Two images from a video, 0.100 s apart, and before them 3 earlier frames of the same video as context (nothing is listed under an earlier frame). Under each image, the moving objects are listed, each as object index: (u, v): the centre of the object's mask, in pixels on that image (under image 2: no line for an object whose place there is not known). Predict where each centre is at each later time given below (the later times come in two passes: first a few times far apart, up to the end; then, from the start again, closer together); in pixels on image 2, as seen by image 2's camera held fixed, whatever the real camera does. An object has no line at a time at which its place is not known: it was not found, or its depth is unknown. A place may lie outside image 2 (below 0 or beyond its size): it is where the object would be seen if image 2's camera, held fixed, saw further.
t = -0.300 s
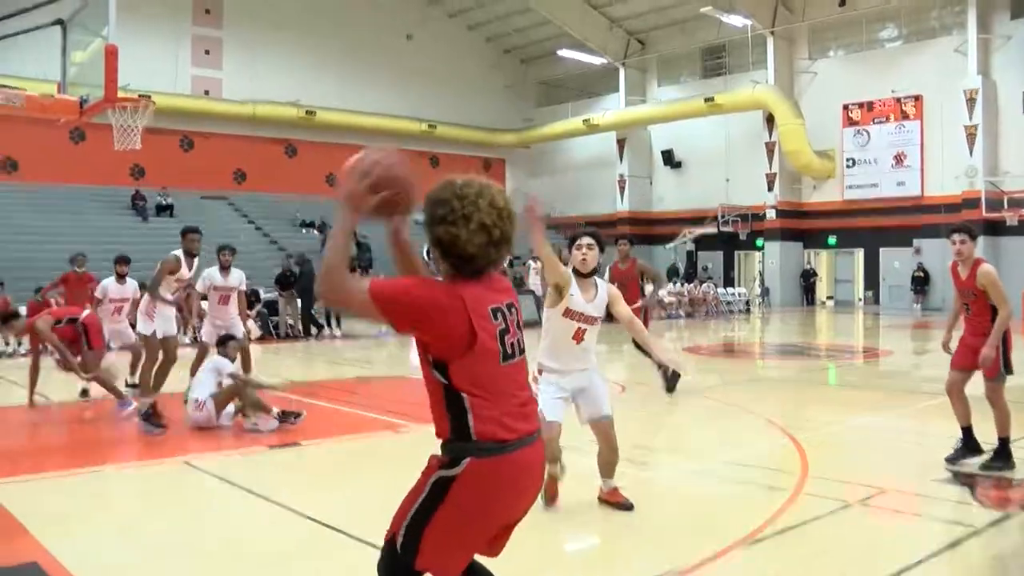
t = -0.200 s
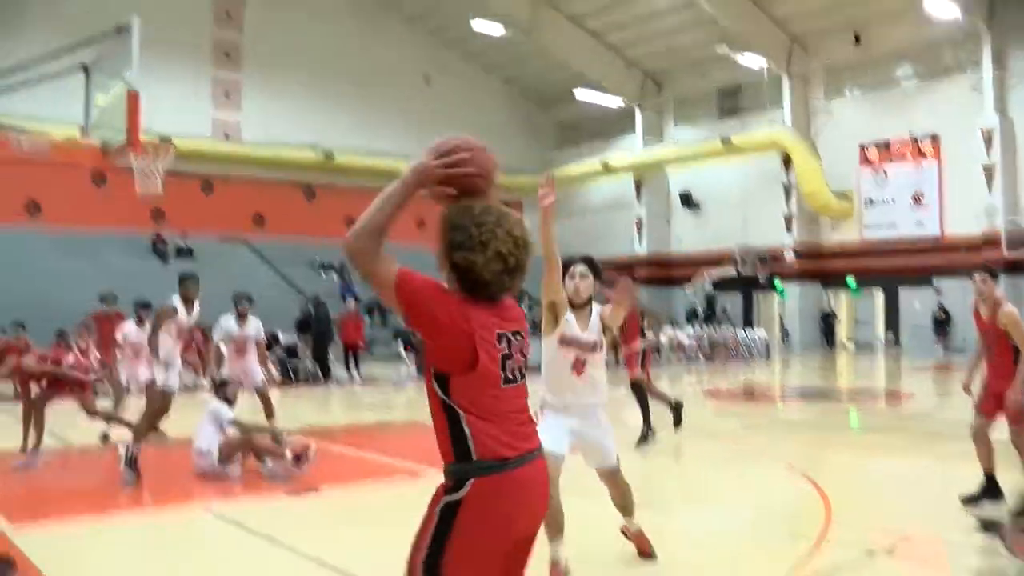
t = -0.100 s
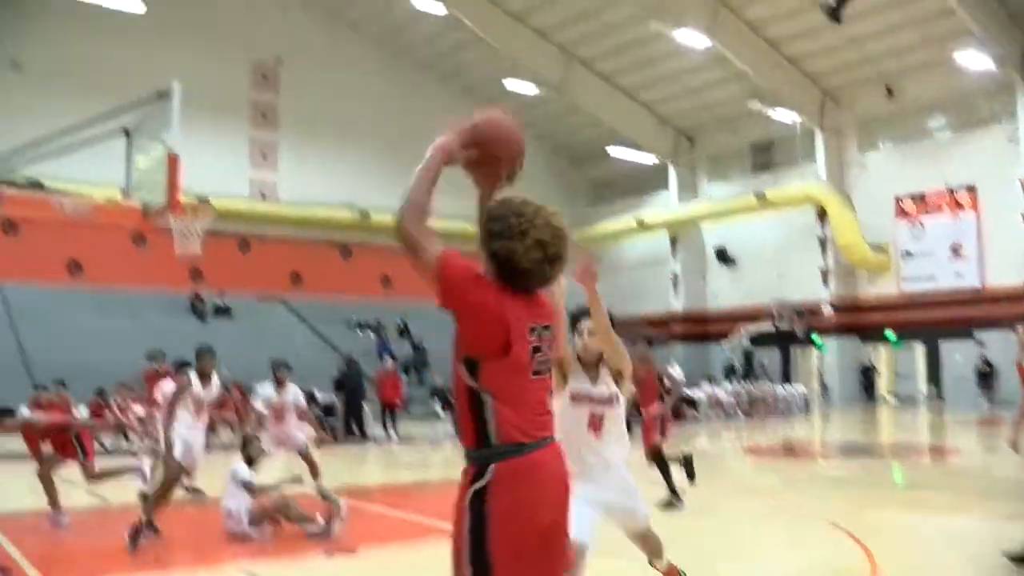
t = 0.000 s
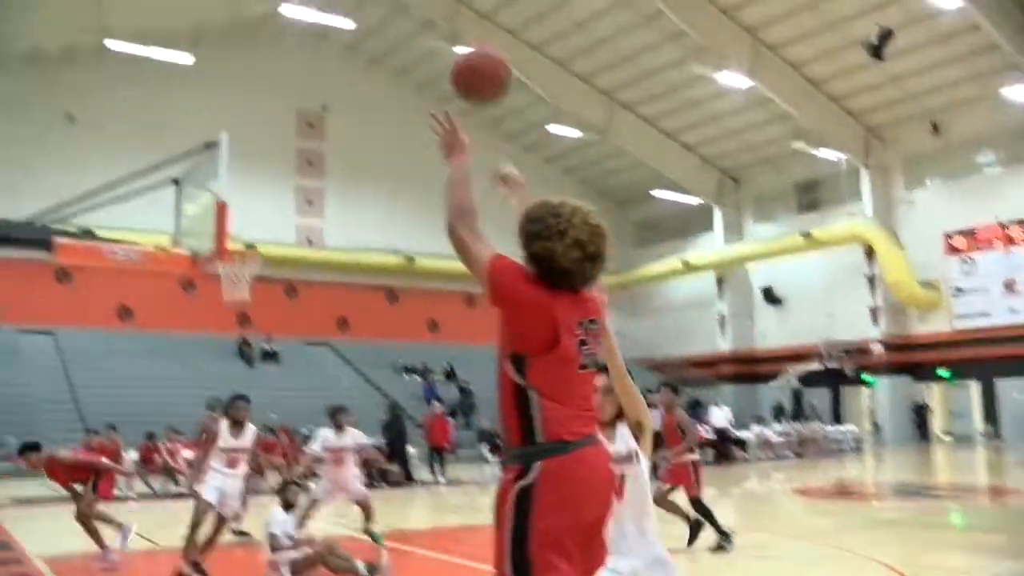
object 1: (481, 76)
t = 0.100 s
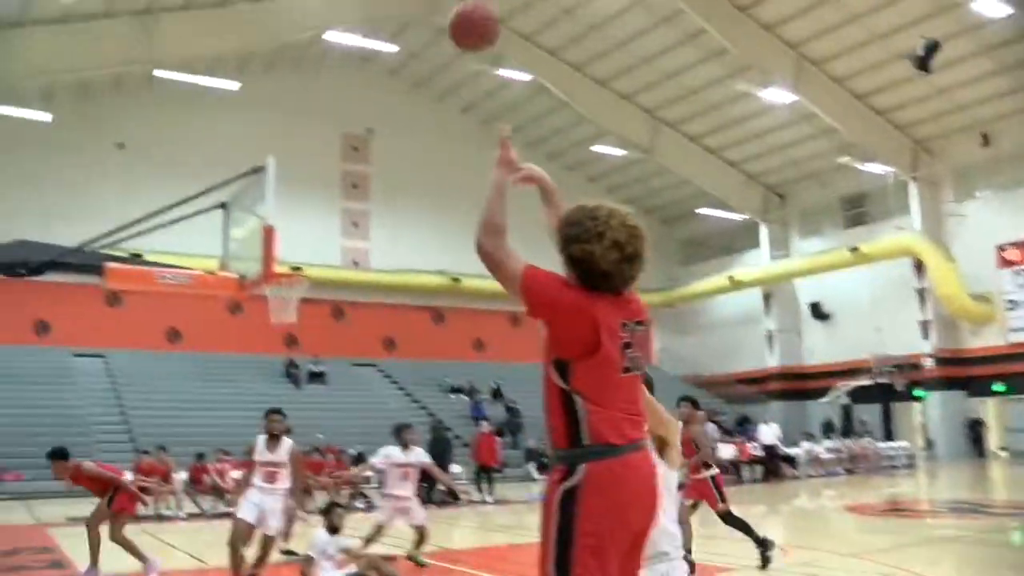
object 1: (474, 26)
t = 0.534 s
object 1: (368, 7)
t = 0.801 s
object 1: (329, 92)
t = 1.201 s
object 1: (297, 285)
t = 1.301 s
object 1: (299, 286)
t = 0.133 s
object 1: (465, 17)
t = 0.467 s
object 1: (381, 1)
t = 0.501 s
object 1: (374, 4)
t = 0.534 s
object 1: (368, 7)
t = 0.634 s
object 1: (350, 29)
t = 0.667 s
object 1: (344, 41)
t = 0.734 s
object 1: (335, 66)
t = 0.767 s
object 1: (330, 79)
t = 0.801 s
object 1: (329, 92)
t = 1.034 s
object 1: (295, 208)
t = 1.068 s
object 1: (292, 227)
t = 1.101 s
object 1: (290, 246)
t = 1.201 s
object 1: (297, 285)
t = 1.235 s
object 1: (300, 290)
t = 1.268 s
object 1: (305, 286)
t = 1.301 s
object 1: (299, 286)
